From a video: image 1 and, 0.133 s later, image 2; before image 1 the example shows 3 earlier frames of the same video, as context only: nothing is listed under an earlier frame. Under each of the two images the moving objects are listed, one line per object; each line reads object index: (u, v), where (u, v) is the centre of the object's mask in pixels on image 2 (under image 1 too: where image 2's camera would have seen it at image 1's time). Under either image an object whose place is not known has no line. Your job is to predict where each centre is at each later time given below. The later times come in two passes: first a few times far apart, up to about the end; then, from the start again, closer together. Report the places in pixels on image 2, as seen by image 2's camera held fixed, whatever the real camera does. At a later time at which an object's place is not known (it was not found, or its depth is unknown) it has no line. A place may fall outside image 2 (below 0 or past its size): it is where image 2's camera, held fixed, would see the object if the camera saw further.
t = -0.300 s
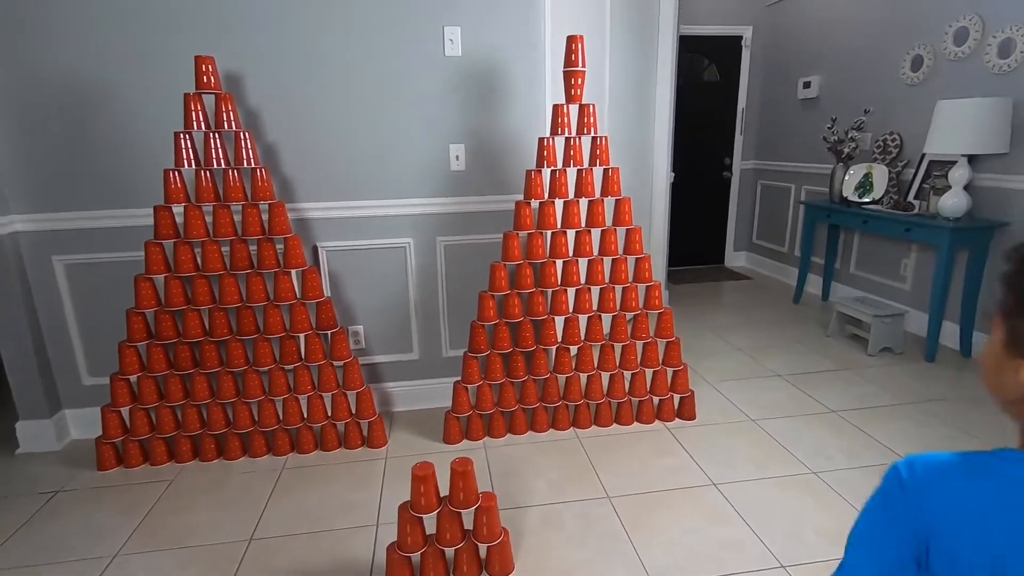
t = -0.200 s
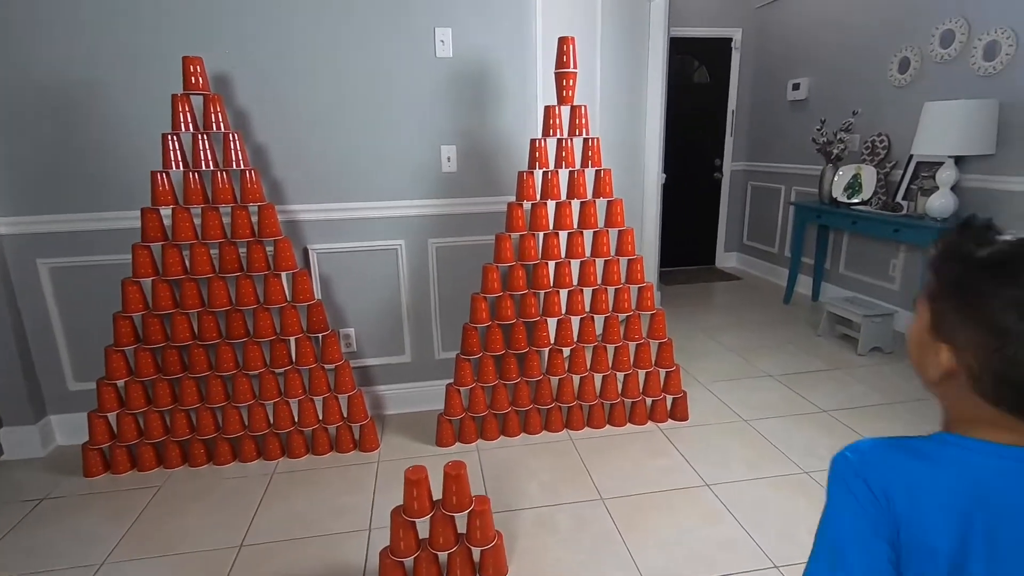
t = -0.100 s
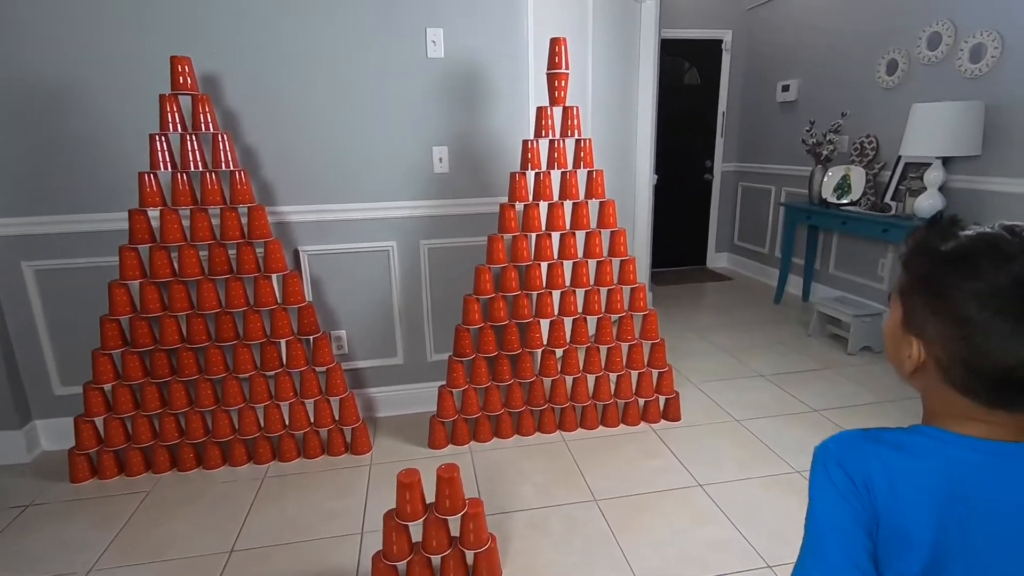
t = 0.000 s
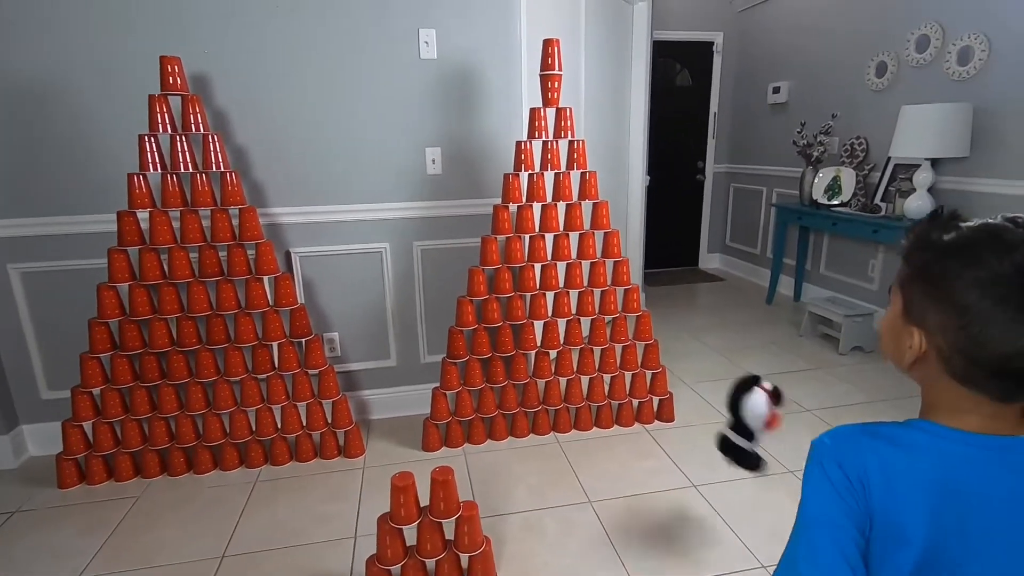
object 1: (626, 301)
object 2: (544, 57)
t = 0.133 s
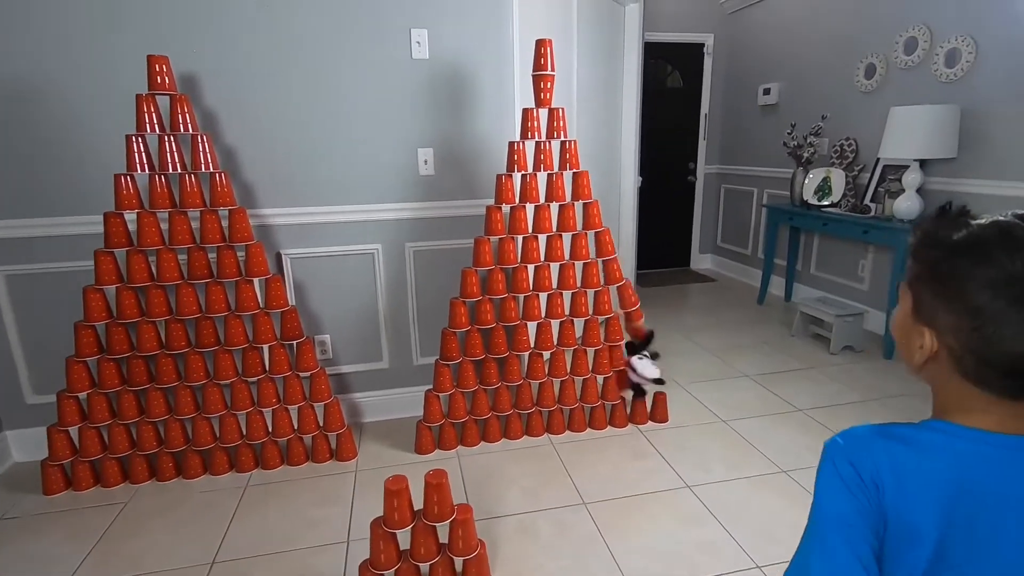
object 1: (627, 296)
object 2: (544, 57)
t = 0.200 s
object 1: (633, 293)
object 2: (543, 56)
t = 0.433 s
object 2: (545, 57)
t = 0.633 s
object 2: (566, 69)
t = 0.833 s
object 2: (595, 149)
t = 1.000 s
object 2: (644, 232)
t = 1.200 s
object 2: (688, 351)
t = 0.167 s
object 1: (629, 294)
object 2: (543, 56)
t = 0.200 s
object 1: (633, 293)
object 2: (543, 56)
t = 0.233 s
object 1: (635, 294)
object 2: (543, 57)
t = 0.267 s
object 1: (637, 297)
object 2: (543, 57)
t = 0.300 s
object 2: (543, 57)
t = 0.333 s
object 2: (544, 57)
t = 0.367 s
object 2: (544, 57)
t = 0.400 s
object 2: (545, 57)
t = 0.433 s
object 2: (545, 57)
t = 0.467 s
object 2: (547, 57)
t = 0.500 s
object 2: (550, 58)
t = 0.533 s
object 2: (553, 59)
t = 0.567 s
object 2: (557, 61)
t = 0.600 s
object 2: (561, 64)
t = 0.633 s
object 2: (566, 69)
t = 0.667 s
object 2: (572, 76)
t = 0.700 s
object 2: (577, 86)
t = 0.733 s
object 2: (582, 98)
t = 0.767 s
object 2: (587, 113)
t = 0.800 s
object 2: (591, 130)
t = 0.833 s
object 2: (595, 149)
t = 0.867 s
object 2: (600, 170)
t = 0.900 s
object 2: (611, 184)
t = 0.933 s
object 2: (622, 198)
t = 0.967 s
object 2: (633, 214)
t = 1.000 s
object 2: (644, 232)
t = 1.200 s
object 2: (688, 351)
